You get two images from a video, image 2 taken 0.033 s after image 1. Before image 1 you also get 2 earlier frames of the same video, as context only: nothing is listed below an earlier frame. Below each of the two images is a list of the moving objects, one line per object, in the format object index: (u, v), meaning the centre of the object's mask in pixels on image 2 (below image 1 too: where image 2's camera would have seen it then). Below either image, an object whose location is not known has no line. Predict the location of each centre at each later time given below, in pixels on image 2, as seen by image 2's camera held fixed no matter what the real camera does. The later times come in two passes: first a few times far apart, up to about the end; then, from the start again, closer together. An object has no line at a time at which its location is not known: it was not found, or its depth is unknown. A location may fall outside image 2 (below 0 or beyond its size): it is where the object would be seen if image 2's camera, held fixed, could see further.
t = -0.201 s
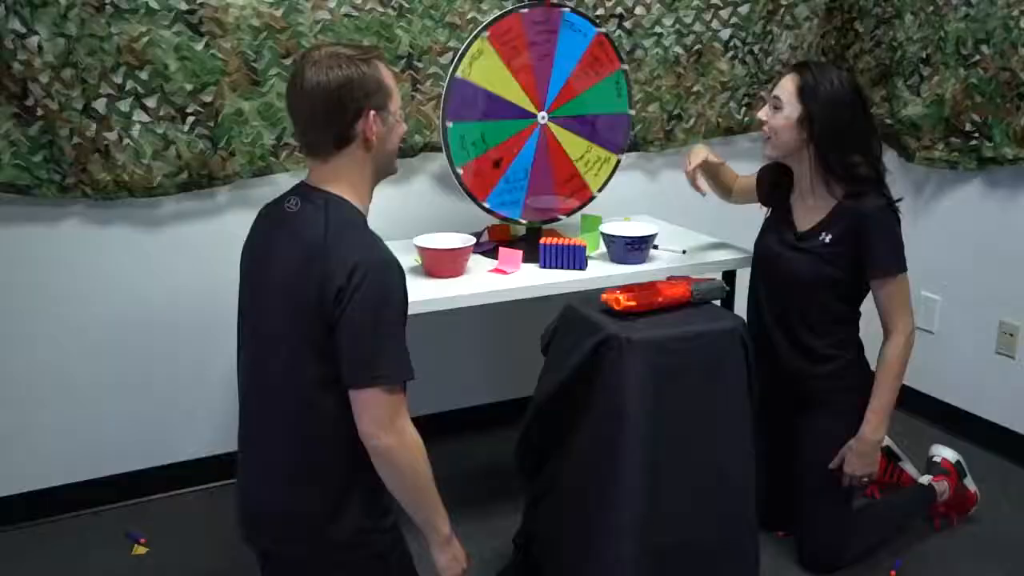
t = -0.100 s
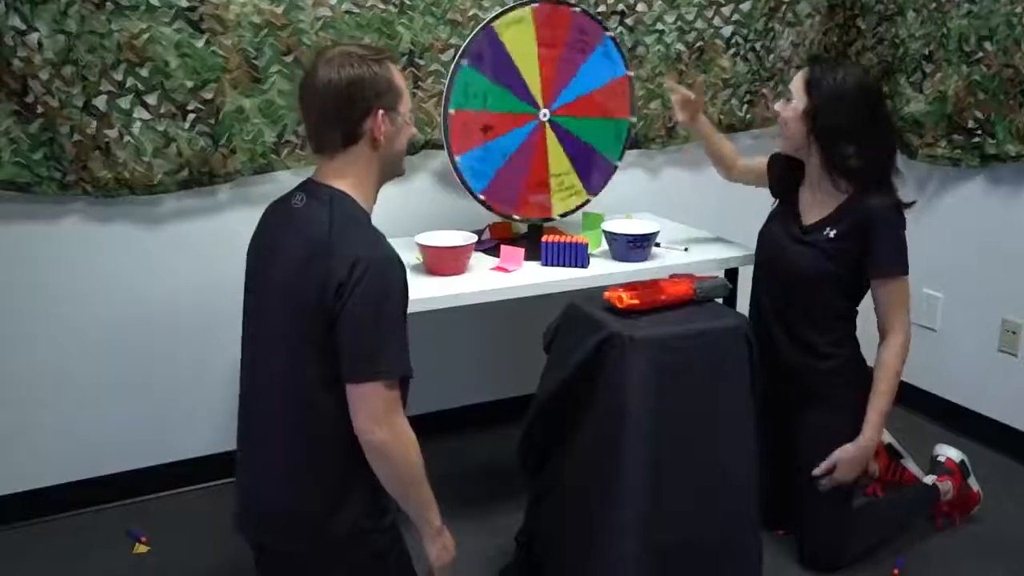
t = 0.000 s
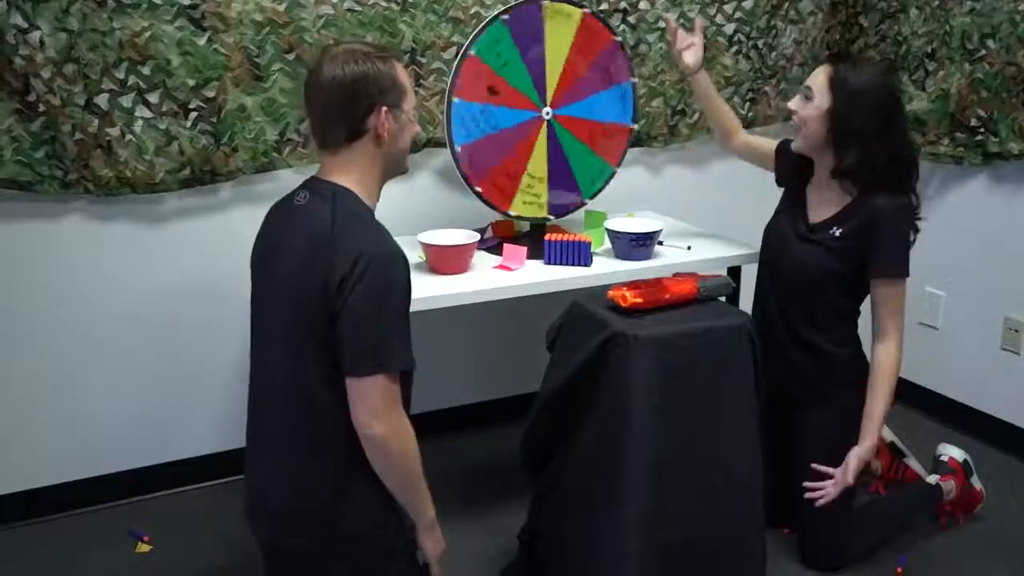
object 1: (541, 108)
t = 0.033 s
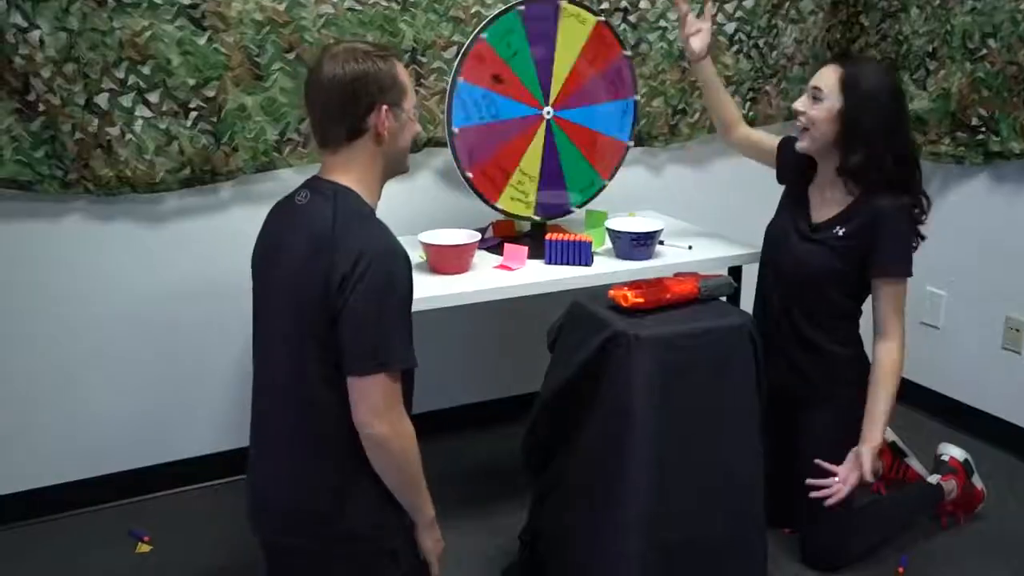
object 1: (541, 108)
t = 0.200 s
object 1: (541, 109)
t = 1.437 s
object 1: (539, 112)
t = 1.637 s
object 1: (539, 113)
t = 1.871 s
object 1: (539, 115)
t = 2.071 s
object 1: (538, 116)
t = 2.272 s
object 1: (537, 115)
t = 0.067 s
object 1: (541, 109)
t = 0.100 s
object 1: (541, 109)
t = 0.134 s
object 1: (541, 109)
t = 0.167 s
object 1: (541, 109)
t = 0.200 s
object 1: (541, 109)
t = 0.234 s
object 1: (541, 109)
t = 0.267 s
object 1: (542, 109)
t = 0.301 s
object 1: (541, 109)
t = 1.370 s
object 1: (539, 112)
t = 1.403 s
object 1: (539, 112)
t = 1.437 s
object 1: (539, 112)
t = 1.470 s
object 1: (539, 112)
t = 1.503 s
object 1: (539, 113)
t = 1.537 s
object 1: (539, 113)
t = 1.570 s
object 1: (539, 113)
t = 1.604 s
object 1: (539, 113)
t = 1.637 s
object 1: (539, 113)
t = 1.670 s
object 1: (539, 114)
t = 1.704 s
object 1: (539, 114)
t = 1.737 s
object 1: (539, 114)
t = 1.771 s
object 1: (539, 114)
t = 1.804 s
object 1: (539, 115)
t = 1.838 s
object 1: (539, 115)
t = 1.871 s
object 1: (539, 115)
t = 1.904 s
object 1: (539, 115)
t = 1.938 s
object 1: (539, 116)
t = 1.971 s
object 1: (539, 116)
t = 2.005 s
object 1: (539, 116)
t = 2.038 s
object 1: (538, 116)
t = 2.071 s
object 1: (538, 116)
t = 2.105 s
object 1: (538, 116)
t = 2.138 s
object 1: (538, 116)
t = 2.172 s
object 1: (538, 116)
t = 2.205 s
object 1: (538, 116)
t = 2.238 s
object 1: (537, 116)
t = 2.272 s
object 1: (537, 115)
